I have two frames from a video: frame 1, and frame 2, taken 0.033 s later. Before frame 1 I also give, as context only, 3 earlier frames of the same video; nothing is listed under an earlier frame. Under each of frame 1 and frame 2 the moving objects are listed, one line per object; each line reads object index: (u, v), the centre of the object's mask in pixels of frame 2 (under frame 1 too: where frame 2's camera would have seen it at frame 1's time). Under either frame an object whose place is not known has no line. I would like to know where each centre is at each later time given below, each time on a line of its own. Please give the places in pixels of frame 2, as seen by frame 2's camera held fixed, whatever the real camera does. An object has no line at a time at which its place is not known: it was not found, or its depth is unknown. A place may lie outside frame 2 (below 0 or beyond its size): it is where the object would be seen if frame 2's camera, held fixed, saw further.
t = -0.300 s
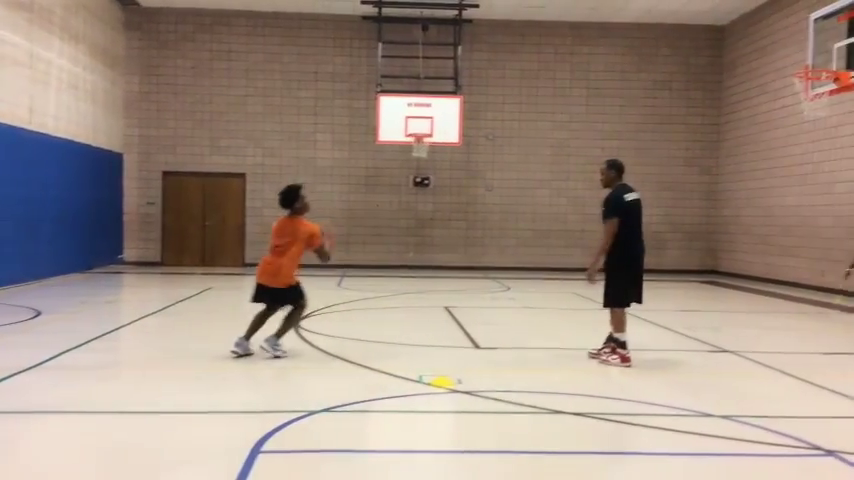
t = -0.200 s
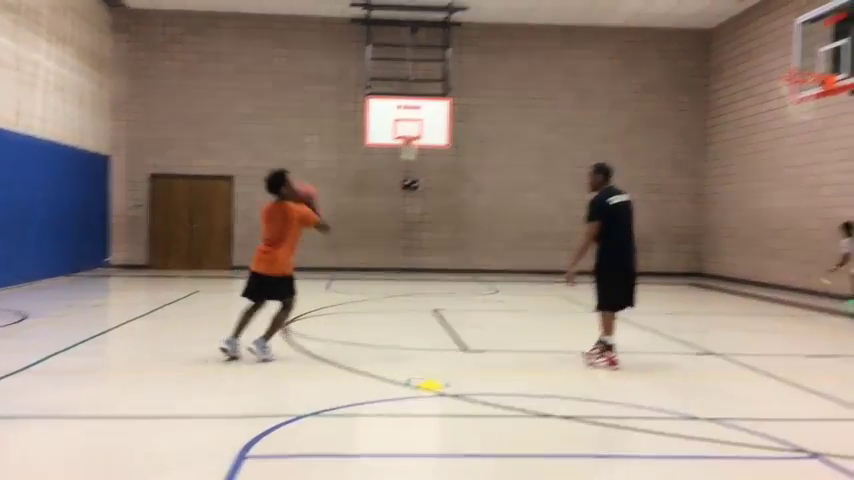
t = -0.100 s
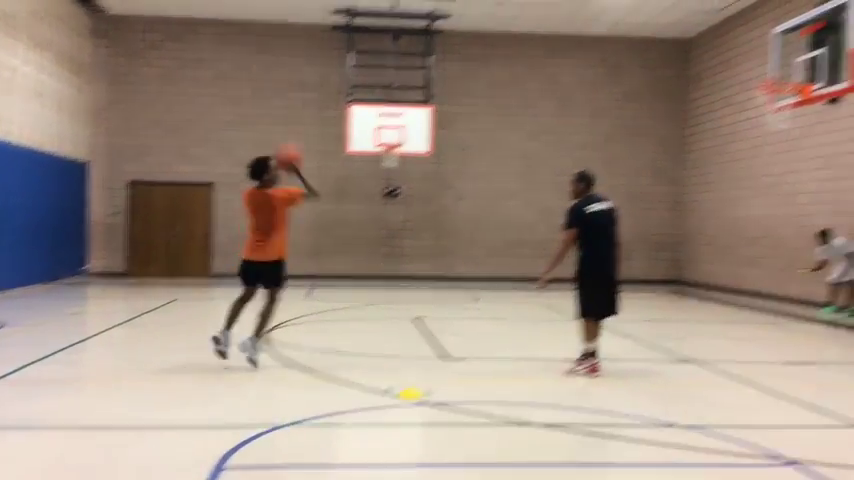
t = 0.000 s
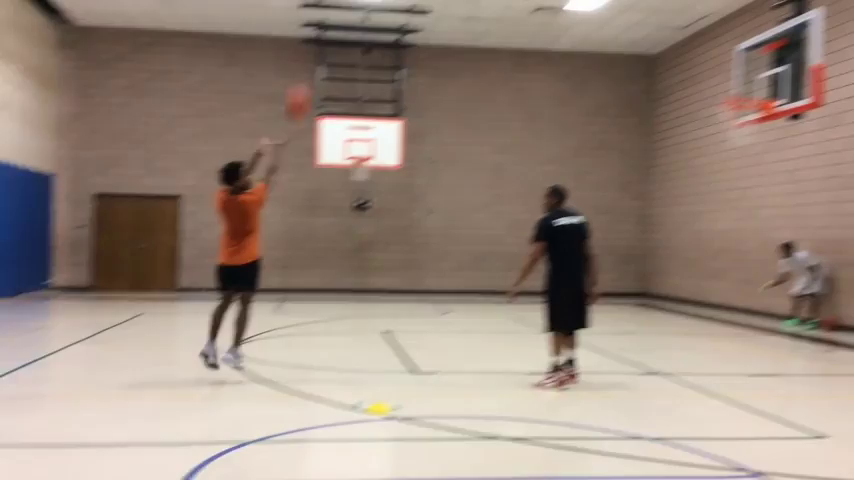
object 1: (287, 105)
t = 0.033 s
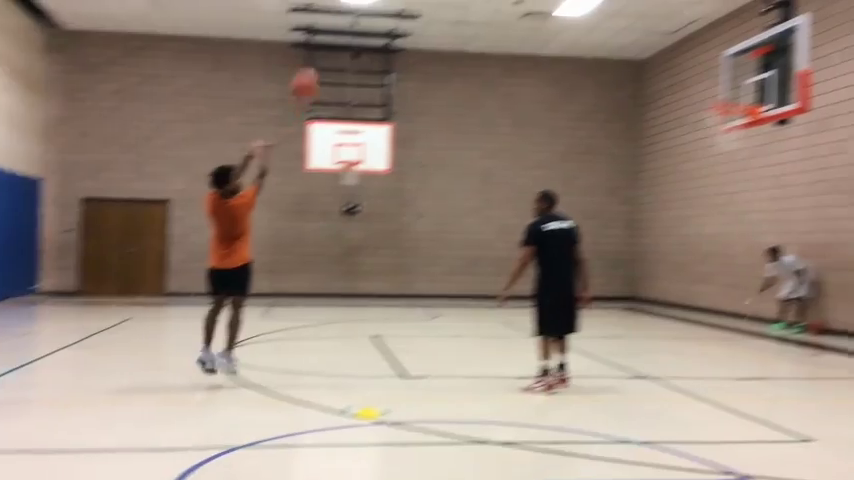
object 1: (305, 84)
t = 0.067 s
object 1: (321, 65)
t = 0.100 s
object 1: (336, 48)
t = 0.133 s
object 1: (351, 33)
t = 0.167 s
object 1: (366, 18)
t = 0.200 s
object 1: (383, 5)
